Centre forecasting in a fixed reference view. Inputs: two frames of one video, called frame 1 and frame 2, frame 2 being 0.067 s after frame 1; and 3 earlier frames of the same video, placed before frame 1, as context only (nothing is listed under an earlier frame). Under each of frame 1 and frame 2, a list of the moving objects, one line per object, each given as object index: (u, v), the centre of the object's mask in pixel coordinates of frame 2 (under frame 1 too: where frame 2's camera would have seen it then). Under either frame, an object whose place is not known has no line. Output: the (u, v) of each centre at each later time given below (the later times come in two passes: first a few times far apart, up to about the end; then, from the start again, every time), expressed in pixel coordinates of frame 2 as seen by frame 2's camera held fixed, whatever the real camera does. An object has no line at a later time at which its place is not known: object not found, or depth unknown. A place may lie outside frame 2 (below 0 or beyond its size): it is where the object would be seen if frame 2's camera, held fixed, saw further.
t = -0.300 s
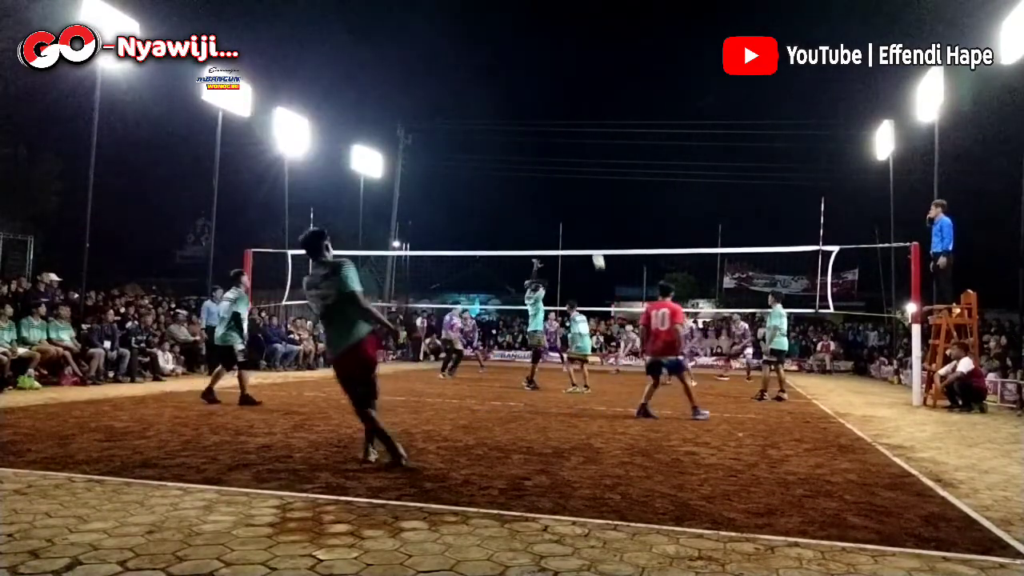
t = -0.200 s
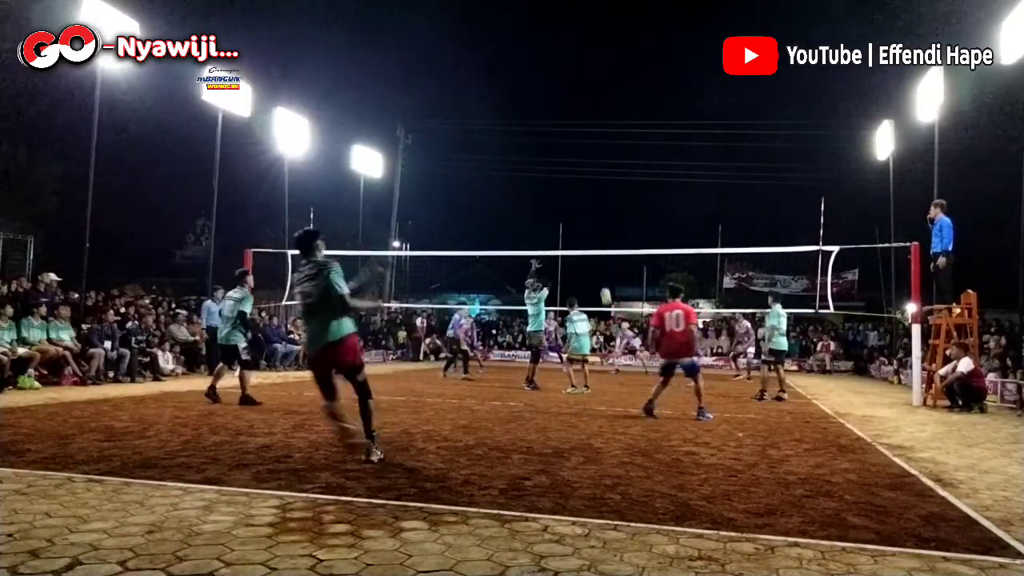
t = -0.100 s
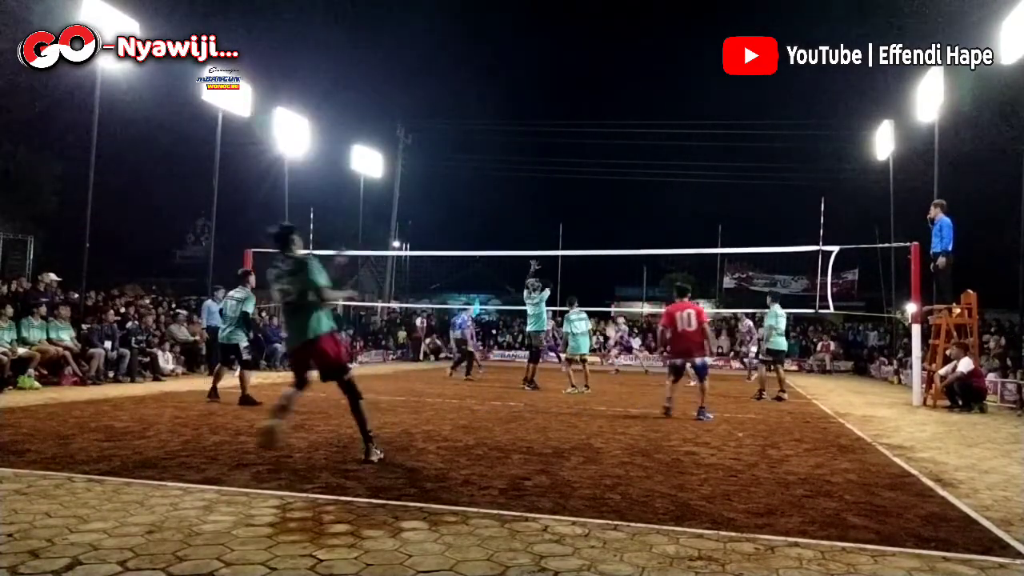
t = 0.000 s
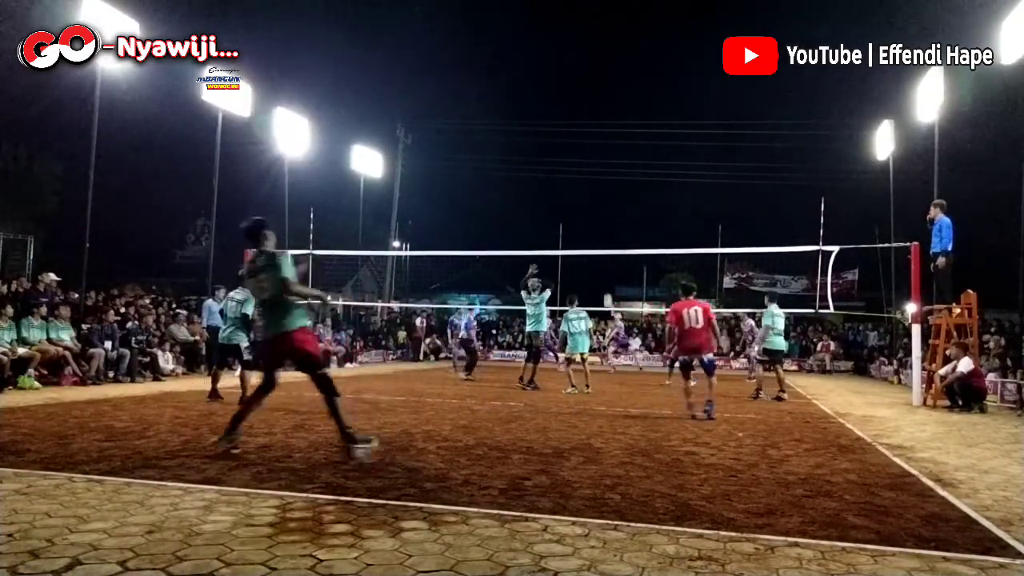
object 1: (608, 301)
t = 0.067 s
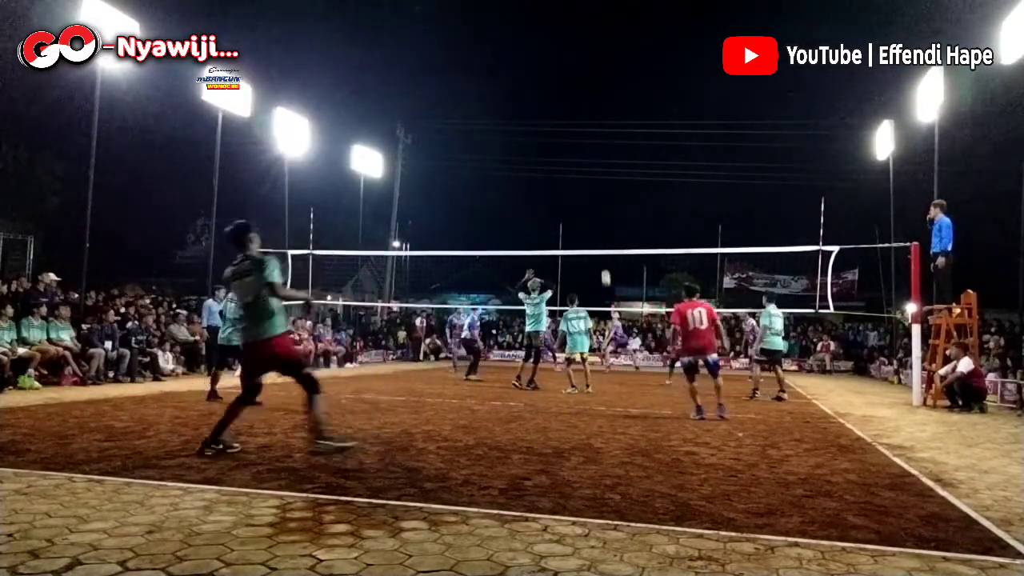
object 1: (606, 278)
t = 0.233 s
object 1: (600, 225)
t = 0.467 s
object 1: (592, 166)
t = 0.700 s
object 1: (582, 128)
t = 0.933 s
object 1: (573, 112)
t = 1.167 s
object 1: (562, 119)
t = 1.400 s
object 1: (550, 151)
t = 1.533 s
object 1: (543, 181)
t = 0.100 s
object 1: (604, 266)
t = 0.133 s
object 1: (603, 257)
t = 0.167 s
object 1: (602, 244)
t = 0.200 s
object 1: (601, 234)
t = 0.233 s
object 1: (600, 225)
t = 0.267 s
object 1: (599, 215)
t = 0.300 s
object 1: (597, 206)
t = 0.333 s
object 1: (596, 197)
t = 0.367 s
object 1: (595, 188)
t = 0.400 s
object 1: (594, 181)
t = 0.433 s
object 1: (593, 173)
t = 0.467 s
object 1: (592, 166)
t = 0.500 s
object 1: (590, 160)
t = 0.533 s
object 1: (589, 153)
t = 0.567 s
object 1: (588, 147)
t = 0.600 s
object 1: (587, 142)
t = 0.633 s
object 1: (586, 136)
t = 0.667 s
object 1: (584, 132)
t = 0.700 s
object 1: (582, 128)
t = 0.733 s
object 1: (582, 124)
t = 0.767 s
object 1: (580, 121)
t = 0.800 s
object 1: (579, 118)
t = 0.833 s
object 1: (577, 116)
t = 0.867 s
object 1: (576, 114)
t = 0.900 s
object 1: (574, 113)
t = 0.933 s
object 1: (573, 112)
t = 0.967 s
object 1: (571, 111)
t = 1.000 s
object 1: (570, 111)
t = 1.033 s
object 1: (569, 112)
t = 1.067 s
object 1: (567, 113)
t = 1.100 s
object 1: (566, 114)
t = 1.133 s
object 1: (564, 116)
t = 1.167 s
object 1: (562, 119)
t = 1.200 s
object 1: (561, 122)
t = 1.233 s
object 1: (559, 125)
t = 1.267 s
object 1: (558, 129)
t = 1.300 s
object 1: (556, 134)
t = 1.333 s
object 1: (554, 138)
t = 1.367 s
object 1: (552, 144)
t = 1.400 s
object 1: (550, 151)
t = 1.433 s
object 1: (549, 157)
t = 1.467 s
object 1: (547, 165)
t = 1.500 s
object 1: (545, 173)
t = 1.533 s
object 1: (543, 181)
